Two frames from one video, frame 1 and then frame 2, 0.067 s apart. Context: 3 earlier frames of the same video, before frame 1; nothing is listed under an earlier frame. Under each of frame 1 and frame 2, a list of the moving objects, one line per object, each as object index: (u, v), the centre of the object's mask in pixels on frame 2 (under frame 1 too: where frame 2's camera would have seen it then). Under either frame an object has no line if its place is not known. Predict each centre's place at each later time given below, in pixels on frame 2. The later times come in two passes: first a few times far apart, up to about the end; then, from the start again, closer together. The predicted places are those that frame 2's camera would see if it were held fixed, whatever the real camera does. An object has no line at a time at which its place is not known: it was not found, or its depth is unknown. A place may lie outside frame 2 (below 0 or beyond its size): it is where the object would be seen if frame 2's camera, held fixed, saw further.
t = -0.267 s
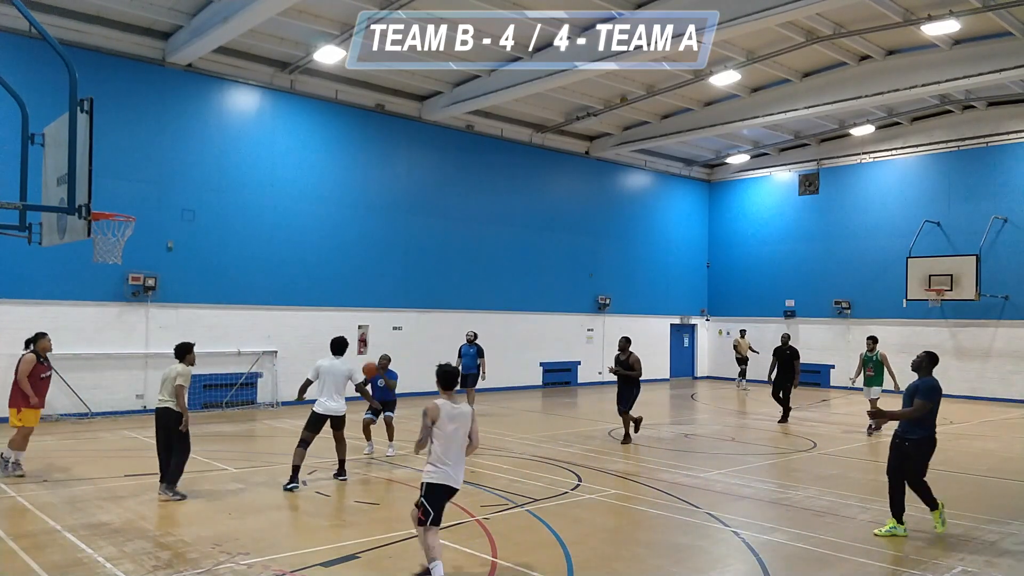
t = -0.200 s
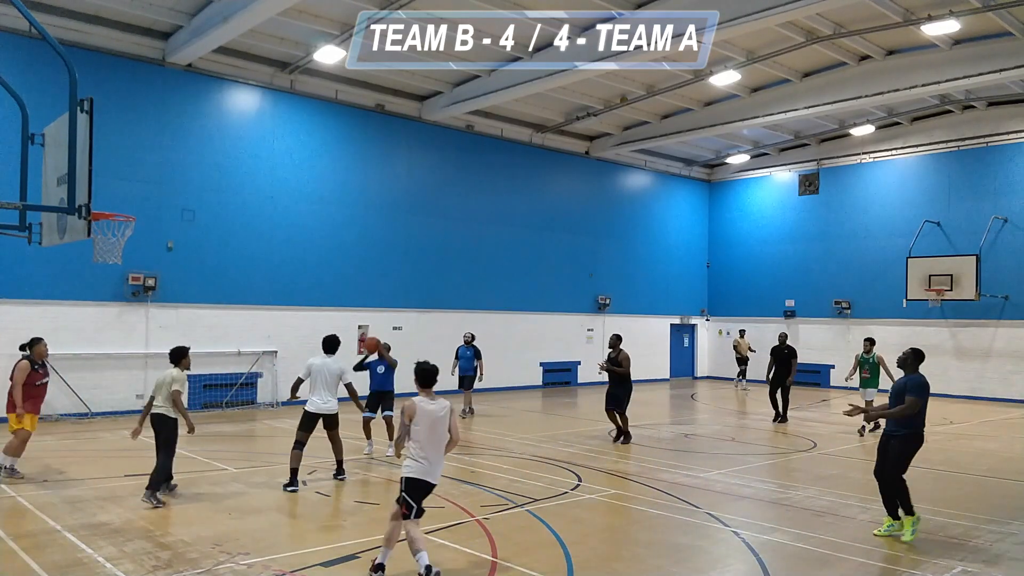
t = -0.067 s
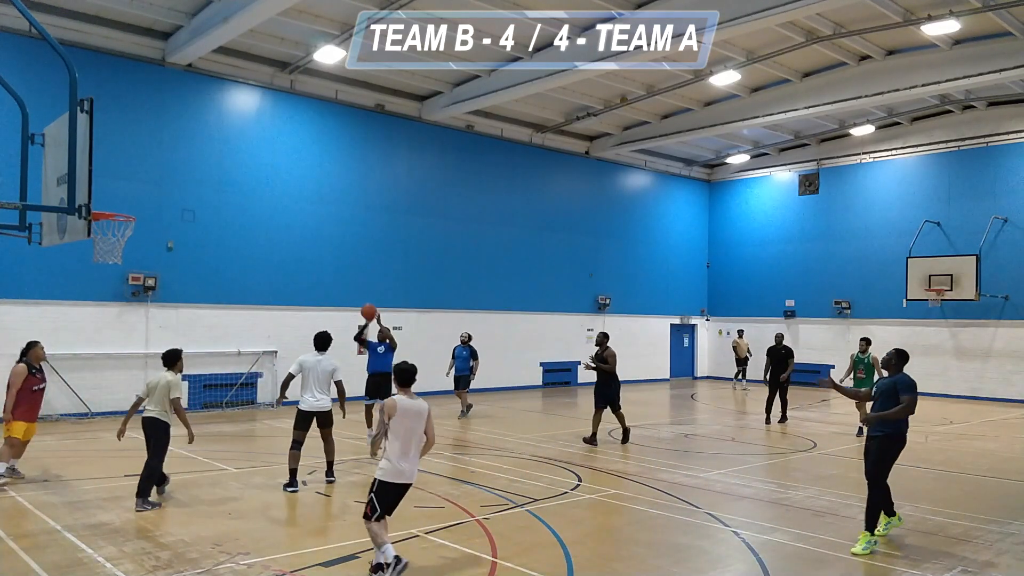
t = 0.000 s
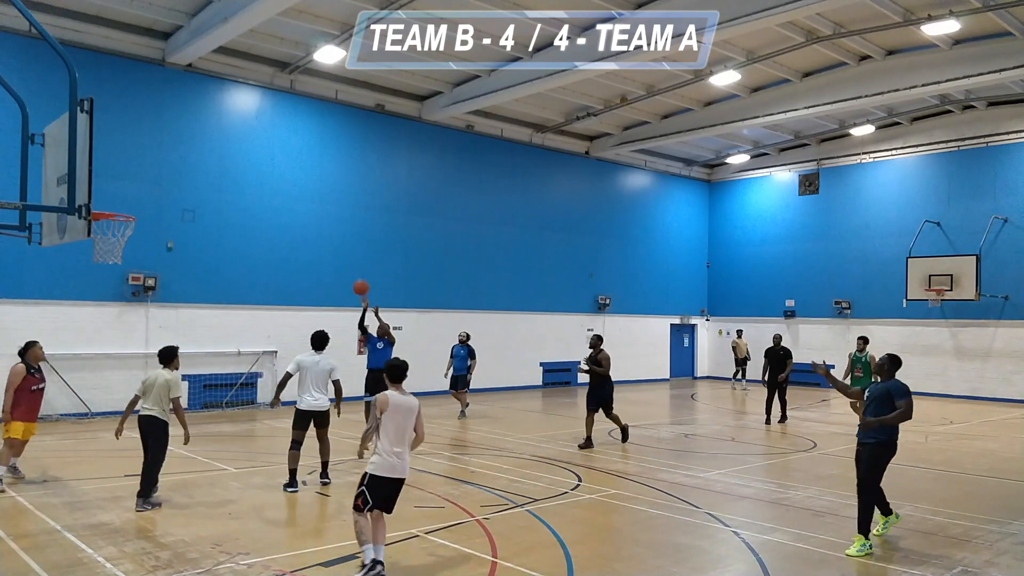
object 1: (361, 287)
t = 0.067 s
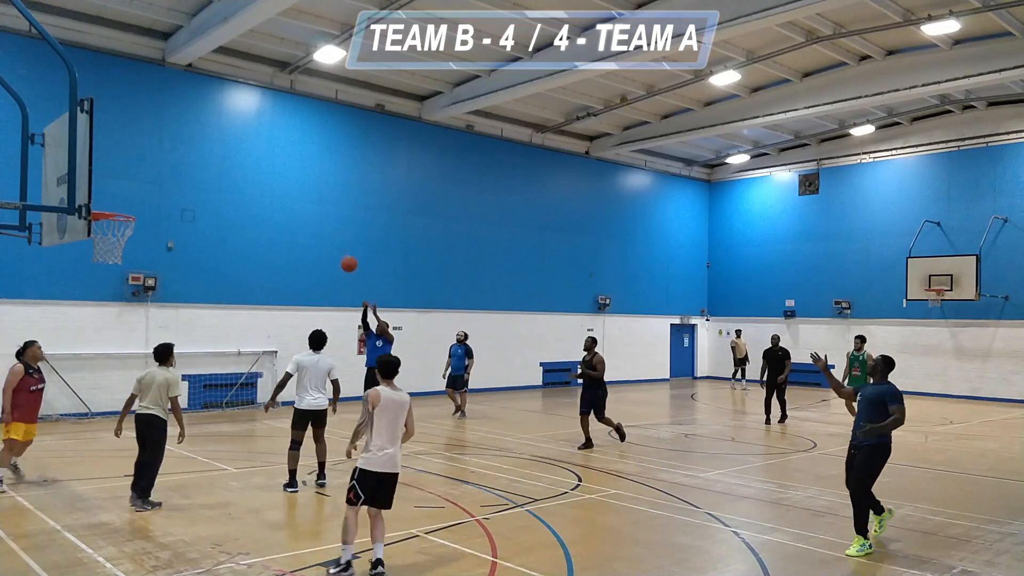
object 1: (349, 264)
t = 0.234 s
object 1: (316, 213)
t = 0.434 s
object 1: (272, 171)
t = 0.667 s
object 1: (210, 154)
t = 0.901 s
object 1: (132, 183)
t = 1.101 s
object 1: (101, 195)
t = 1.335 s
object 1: (130, 175)
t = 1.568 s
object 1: (161, 212)
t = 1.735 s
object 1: (183, 278)
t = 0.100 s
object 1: (343, 253)
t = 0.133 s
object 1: (336, 242)
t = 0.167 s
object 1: (330, 231)
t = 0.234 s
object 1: (316, 213)
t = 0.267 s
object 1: (309, 204)
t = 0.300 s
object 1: (302, 196)
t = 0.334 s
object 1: (295, 189)
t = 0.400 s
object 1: (280, 176)
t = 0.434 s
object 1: (272, 171)
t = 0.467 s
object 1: (264, 166)
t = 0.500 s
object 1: (255, 162)
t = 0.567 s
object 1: (238, 156)
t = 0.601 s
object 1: (229, 155)
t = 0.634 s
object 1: (219, 154)
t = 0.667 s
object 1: (210, 154)
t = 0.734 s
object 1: (190, 157)
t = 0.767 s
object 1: (179, 160)
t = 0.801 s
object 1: (168, 164)
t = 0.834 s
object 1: (157, 169)
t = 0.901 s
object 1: (132, 183)
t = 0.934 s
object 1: (120, 192)
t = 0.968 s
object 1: (107, 201)
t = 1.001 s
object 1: (102, 203)
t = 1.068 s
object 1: (99, 201)
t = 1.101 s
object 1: (101, 195)
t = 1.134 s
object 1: (104, 189)
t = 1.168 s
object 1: (108, 184)
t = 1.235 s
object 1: (117, 177)
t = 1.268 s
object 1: (121, 175)
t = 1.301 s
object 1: (126, 174)
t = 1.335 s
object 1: (130, 175)
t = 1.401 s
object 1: (139, 179)
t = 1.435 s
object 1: (143, 183)
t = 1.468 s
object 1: (148, 188)
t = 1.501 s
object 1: (152, 195)
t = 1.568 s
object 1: (161, 212)
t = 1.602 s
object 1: (165, 222)
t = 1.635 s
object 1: (170, 234)
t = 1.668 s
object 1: (174, 248)
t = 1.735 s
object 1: (183, 278)
